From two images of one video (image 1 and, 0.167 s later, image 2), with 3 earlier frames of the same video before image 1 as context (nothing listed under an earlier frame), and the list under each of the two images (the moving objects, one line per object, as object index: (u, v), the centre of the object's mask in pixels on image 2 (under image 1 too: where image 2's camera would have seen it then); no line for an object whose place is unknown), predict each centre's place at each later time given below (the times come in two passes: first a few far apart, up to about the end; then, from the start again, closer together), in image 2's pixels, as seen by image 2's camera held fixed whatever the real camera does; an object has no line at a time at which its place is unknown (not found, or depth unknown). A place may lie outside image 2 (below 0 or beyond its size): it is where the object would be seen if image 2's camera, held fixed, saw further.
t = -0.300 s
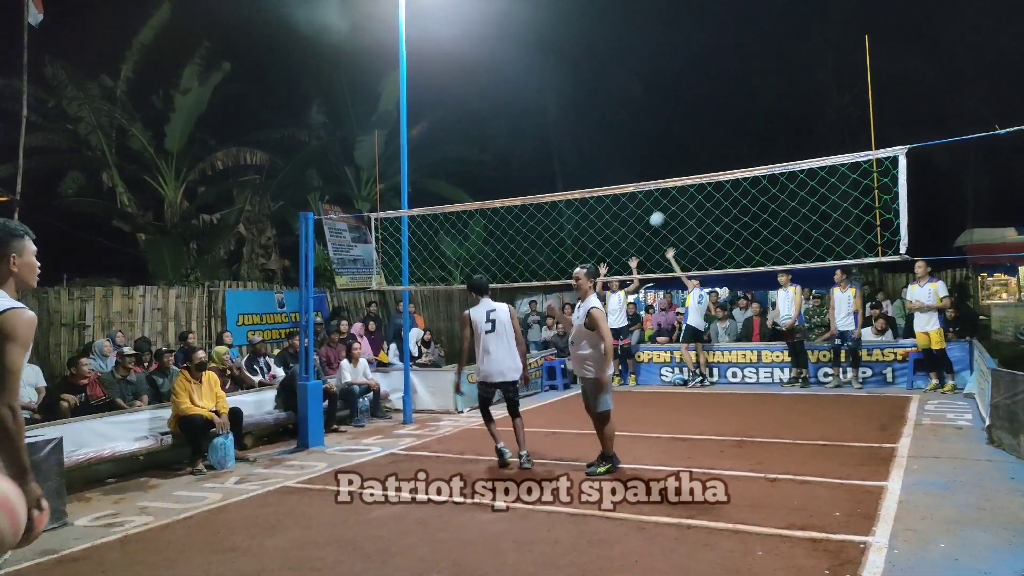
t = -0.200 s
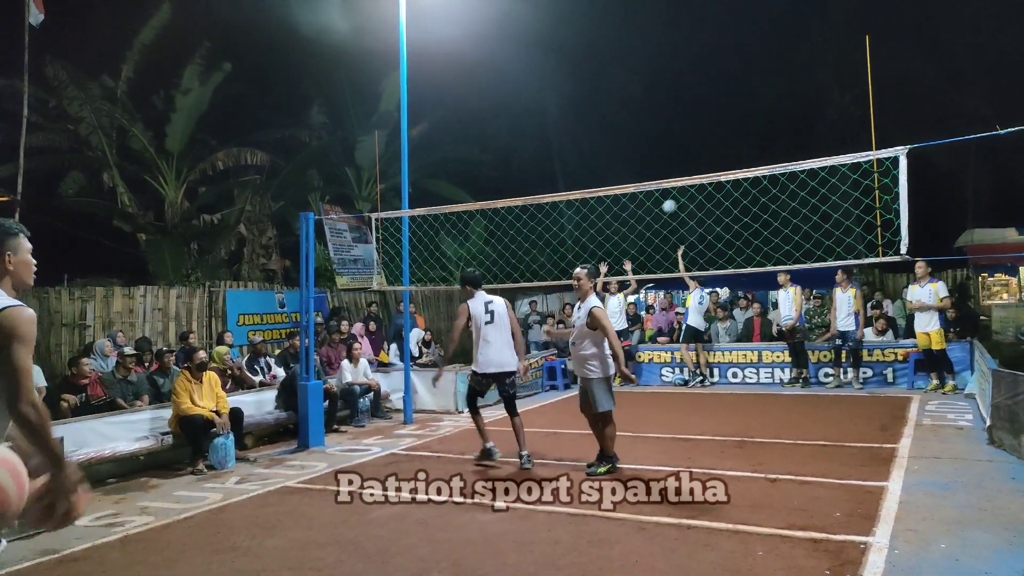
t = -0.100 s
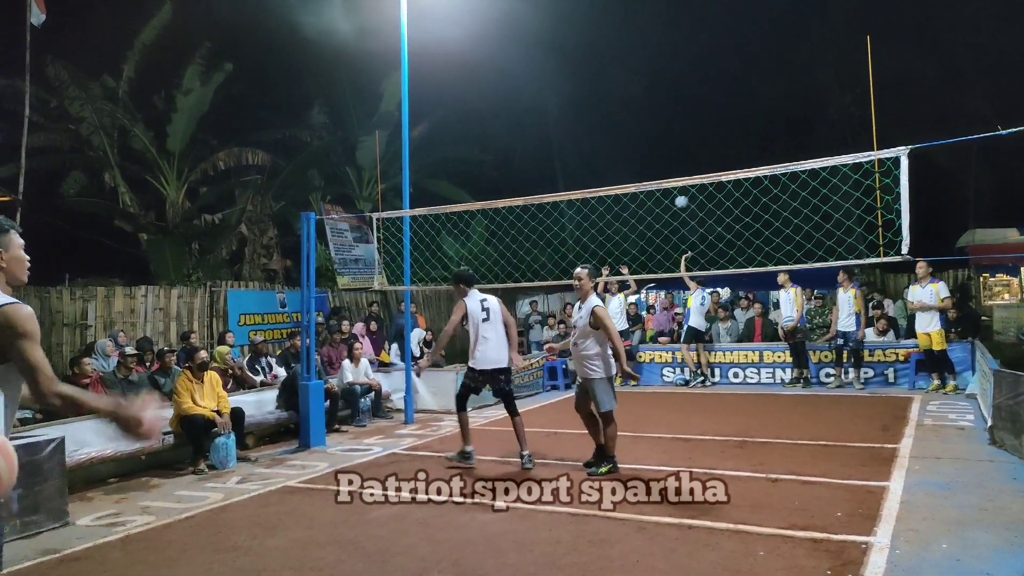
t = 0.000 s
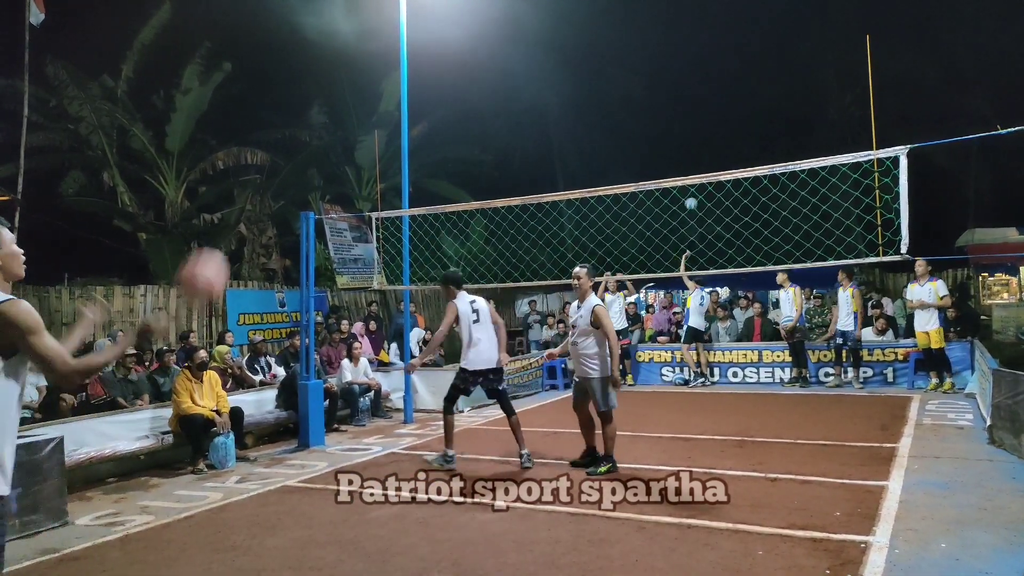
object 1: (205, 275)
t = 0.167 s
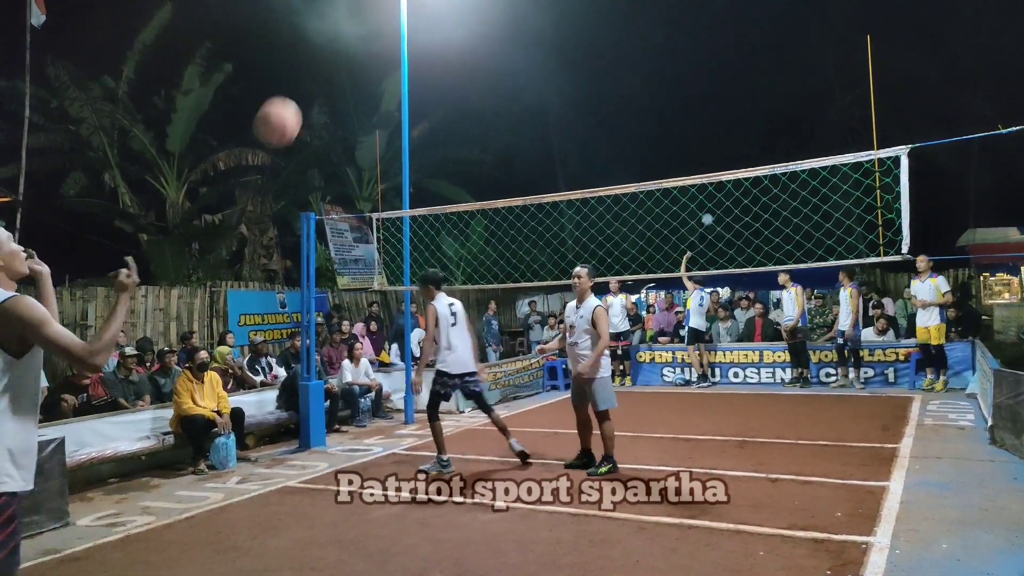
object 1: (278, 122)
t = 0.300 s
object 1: (325, 57)
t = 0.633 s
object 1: (422, 51)
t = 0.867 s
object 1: (473, 137)
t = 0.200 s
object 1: (290, 102)
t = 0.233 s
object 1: (302, 84)
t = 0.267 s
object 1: (313, 69)
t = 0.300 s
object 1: (325, 57)
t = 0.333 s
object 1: (336, 47)
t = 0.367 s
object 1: (347, 39)
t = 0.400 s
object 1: (358, 34)
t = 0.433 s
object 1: (368, 31)
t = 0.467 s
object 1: (378, 31)
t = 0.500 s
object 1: (386, 31)
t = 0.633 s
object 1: (422, 51)
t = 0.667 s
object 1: (429, 59)
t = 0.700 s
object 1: (437, 69)
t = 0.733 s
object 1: (445, 81)
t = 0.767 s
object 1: (453, 93)
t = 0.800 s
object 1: (460, 106)
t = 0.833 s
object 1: (467, 121)
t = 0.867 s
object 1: (473, 137)
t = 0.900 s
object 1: (480, 153)
